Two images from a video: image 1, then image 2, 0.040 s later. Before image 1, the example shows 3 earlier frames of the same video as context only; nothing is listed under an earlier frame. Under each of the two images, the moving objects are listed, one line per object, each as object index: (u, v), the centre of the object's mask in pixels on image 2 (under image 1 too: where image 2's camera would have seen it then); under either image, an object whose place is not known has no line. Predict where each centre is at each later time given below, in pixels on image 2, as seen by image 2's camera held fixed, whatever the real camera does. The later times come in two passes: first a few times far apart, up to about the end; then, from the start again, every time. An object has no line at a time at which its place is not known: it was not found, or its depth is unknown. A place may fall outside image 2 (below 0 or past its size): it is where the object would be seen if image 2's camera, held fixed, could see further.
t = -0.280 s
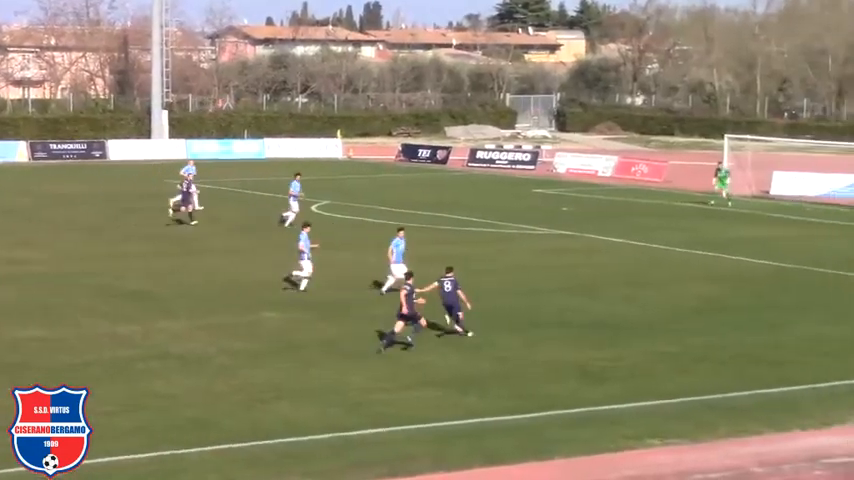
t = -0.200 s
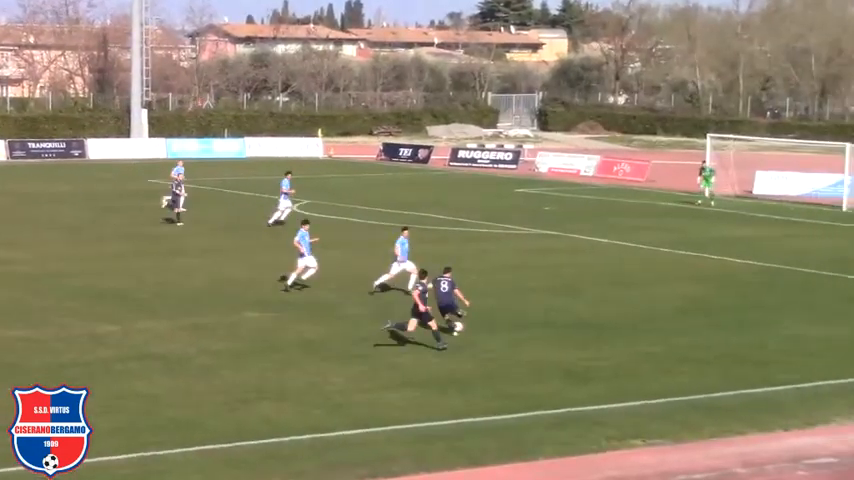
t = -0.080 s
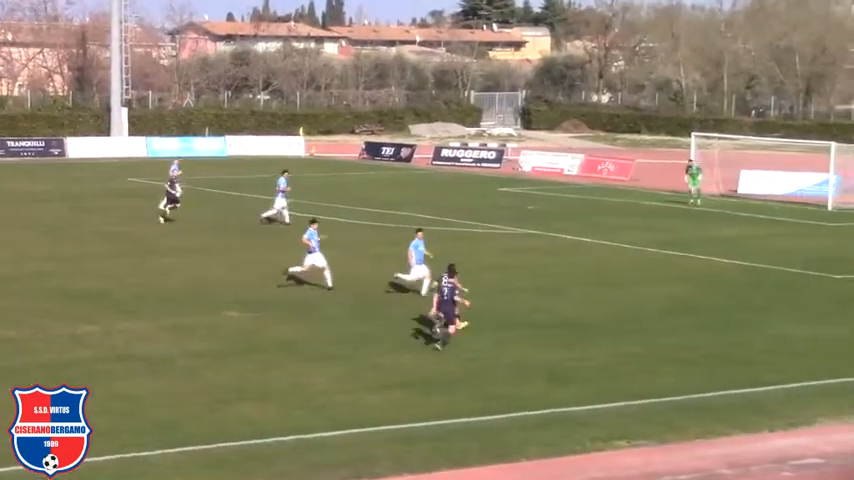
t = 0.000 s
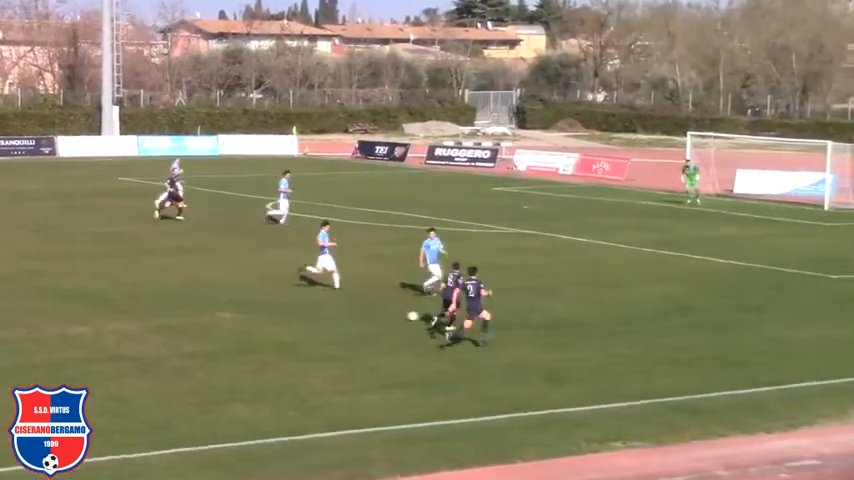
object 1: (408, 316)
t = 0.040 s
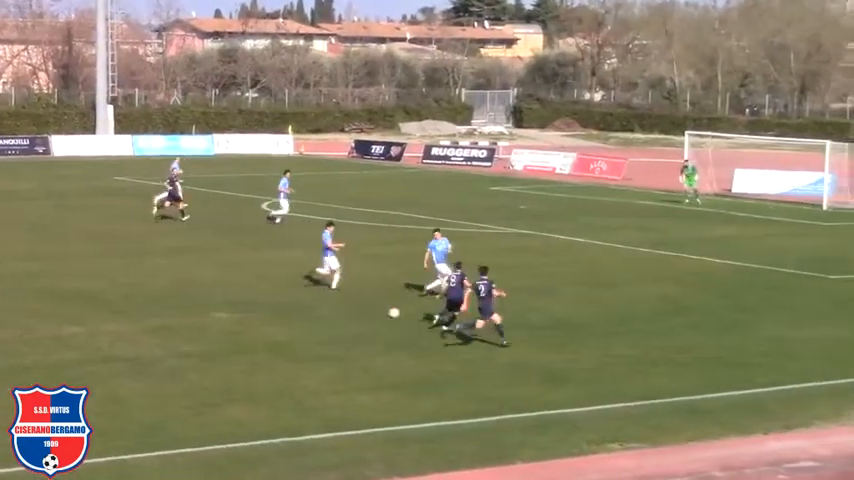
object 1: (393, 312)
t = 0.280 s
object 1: (316, 294)
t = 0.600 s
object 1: (245, 281)
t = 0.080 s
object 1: (379, 310)
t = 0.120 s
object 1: (365, 306)
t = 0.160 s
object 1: (353, 302)
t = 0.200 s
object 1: (340, 300)
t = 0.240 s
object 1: (327, 298)
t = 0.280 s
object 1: (316, 294)
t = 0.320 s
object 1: (306, 292)
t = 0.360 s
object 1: (295, 291)
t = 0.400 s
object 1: (285, 290)
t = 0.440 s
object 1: (277, 287)
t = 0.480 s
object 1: (268, 285)
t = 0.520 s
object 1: (259, 285)
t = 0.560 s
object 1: (251, 283)
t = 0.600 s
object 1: (245, 281)
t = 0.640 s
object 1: (238, 280)
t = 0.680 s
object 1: (232, 279)
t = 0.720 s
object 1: (226, 277)
